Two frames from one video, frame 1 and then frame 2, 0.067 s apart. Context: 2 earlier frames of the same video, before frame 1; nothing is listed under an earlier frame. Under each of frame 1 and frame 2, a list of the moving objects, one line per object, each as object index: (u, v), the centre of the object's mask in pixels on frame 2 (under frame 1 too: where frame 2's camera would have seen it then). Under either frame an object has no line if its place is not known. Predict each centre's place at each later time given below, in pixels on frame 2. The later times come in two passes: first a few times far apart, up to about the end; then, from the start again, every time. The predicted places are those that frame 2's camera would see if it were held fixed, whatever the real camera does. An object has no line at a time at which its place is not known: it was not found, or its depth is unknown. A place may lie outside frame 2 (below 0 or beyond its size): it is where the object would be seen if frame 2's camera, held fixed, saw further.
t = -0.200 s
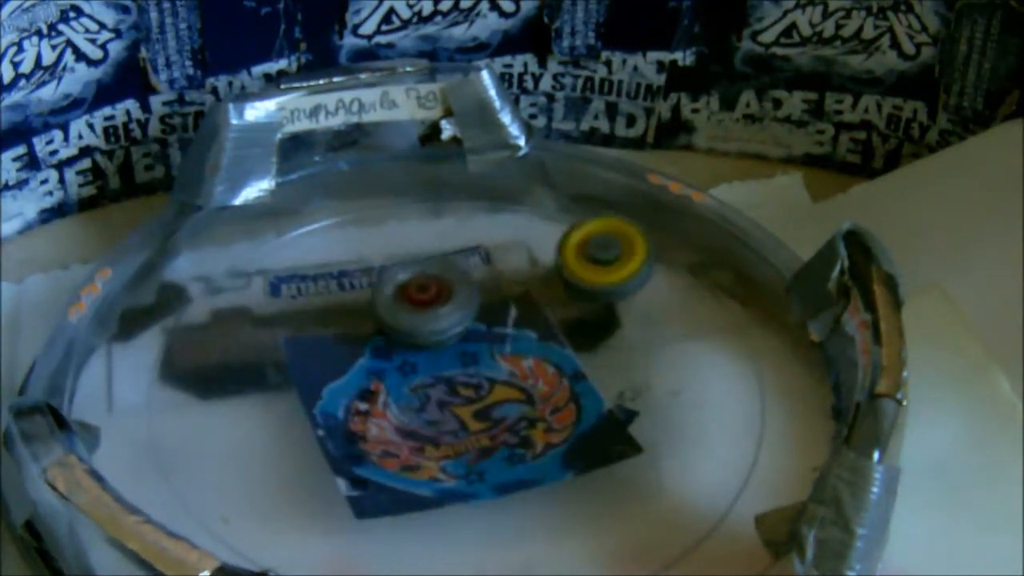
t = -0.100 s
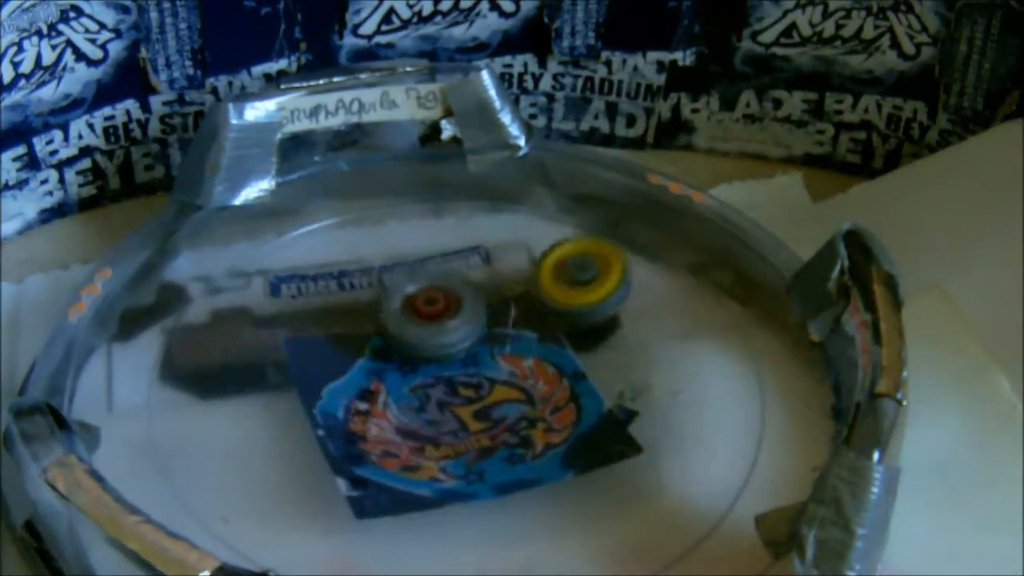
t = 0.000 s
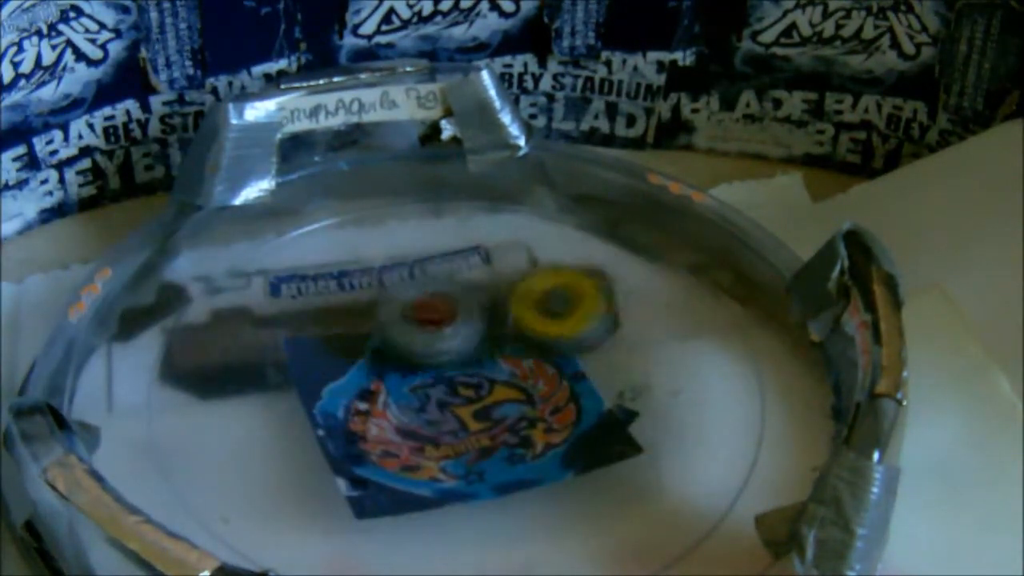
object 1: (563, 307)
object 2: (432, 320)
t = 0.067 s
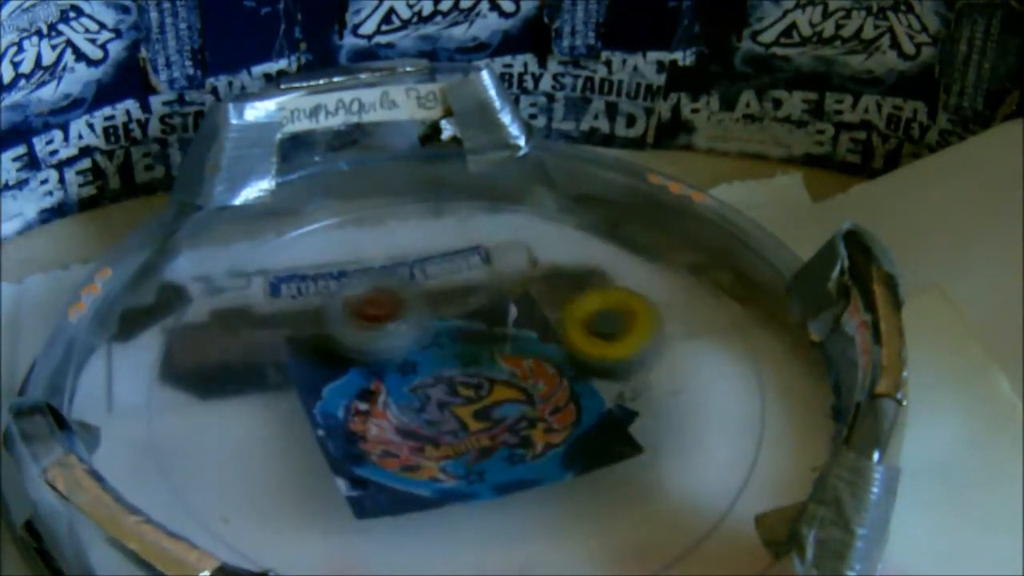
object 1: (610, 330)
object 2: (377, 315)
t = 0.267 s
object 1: (671, 373)
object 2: (320, 301)
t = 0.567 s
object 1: (525, 393)
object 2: (407, 308)
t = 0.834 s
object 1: (425, 427)
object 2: (438, 309)
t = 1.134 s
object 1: (415, 408)
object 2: (428, 337)
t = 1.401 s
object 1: (370, 494)
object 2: (461, 226)
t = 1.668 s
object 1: (344, 407)
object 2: (540, 325)
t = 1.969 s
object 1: (401, 253)
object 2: (448, 406)
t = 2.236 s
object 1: (391, 233)
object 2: (369, 360)
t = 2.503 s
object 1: (457, 197)
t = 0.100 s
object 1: (630, 337)
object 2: (355, 312)
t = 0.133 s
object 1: (647, 350)
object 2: (338, 310)
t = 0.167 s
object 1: (660, 356)
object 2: (330, 308)
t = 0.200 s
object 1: (668, 362)
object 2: (322, 305)
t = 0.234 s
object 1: (672, 368)
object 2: (320, 303)
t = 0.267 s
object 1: (671, 373)
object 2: (320, 301)
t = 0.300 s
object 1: (666, 377)
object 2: (322, 300)
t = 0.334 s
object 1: (658, 381)
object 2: (327, 297)
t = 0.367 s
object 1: (645, 385)
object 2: (335, 297)
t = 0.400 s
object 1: (629, 388)
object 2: (345, 297)
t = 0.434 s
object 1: (608, 393)
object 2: (358, 297)
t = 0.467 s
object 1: (590, 396)
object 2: (371, 298)
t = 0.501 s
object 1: (569, 398)
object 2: (384, 300)
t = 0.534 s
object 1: (549, 397)
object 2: (396, 303)
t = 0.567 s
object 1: (525, 393)
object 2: (407, 308)
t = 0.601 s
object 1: (503, 391)
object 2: (418, 311)
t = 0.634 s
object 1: (482, 392)
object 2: (427, 319)
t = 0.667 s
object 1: (465, 390)
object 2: (433, 317)
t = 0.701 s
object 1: (449, 398)
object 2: (440, 316)
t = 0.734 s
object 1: (442, 405)
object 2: (440, 314)
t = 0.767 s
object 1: (436, 415)
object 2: (439, 311)
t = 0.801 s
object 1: (432, 419)
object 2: (438, 309)
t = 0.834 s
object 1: (425, 427)
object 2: (438, 309)
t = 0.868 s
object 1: (419, 429)
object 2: (437, 309)
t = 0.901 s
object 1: (416, 431)
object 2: (436, 315)
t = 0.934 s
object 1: (411, 433)
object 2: (435, 319)
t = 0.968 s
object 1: (410, 432)
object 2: (433, 323)
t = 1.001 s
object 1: (410, 430)
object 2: (432, 326)
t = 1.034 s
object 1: (409, 428)
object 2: (432, 330)
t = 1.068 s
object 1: (410, 423)
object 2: (430, 335)
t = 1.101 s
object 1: (413, 417)
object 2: (430, 337)
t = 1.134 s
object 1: (415, 408)
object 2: (428, 337)
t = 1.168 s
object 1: (412, 423)
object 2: (429, 331)
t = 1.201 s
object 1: (413, 451)
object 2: (428, 302)
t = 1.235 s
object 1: (406, 466)
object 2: (432, 277)
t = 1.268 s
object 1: (401, 480)
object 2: (437, 262)
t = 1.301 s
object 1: (396, 489)
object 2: (440, 244)
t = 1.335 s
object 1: (388, 494)
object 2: (445, 232)
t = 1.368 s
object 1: (380, 495)
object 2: (452, 227)
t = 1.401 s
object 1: (370, 494)
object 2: (461, 226)
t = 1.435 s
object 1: (360, 490)
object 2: (473, 233)
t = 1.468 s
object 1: (350, 483)
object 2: (485, 241)
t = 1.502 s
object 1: (341, 474)
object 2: (499, 252)
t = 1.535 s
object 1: (335, 463)
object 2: (513, 264)
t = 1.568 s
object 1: (333, 449)
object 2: (521, 280)
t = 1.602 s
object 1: (333, 436)
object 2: (531, 293)
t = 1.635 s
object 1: (337, 422)
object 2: (538, 310)
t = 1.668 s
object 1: (344, 407)
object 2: (540, 325)
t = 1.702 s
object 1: (352, 389)
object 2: (540, 337)
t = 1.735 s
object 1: (360, 373)
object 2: (538, 353)
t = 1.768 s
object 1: (375, 346)
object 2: (532, 368)
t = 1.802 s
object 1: (379, 334)
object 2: (525, 378)
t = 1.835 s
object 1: (384, 314)
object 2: (512, 390)
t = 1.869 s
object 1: (389, 293)
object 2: (498, 396)
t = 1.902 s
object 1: (396, 276)
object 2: (485, 401)
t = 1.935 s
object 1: (400, 263)
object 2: (466, 406)
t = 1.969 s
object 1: (401, 253)
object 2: (448, 406)
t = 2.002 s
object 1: (403, 242)
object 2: (433, 406)
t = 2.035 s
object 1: (402, 233)
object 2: (420, 401)
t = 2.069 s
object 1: (401, 230)
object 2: (405, 396)
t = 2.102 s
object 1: (399, 227)
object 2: (394, 392)
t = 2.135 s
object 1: (397, 227)
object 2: (384, 383)
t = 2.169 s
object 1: (394, 227)
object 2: (377, 375)
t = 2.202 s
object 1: (392, 228)
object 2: (372, 366)
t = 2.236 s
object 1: (391, 233)
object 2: (369, 360)
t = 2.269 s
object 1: (392, 239)
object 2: (369, 352)
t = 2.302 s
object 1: (394, 248)
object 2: (372, 346)
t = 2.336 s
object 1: (399, 256)
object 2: (377, 345)
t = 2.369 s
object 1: (413, 240)
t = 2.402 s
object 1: (426, 223)
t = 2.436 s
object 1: (439, 211)
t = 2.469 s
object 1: (450, 203)
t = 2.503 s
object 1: (457, 197)
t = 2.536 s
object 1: (464, 195)
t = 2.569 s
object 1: (470, 195)
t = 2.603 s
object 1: (474, 197)
